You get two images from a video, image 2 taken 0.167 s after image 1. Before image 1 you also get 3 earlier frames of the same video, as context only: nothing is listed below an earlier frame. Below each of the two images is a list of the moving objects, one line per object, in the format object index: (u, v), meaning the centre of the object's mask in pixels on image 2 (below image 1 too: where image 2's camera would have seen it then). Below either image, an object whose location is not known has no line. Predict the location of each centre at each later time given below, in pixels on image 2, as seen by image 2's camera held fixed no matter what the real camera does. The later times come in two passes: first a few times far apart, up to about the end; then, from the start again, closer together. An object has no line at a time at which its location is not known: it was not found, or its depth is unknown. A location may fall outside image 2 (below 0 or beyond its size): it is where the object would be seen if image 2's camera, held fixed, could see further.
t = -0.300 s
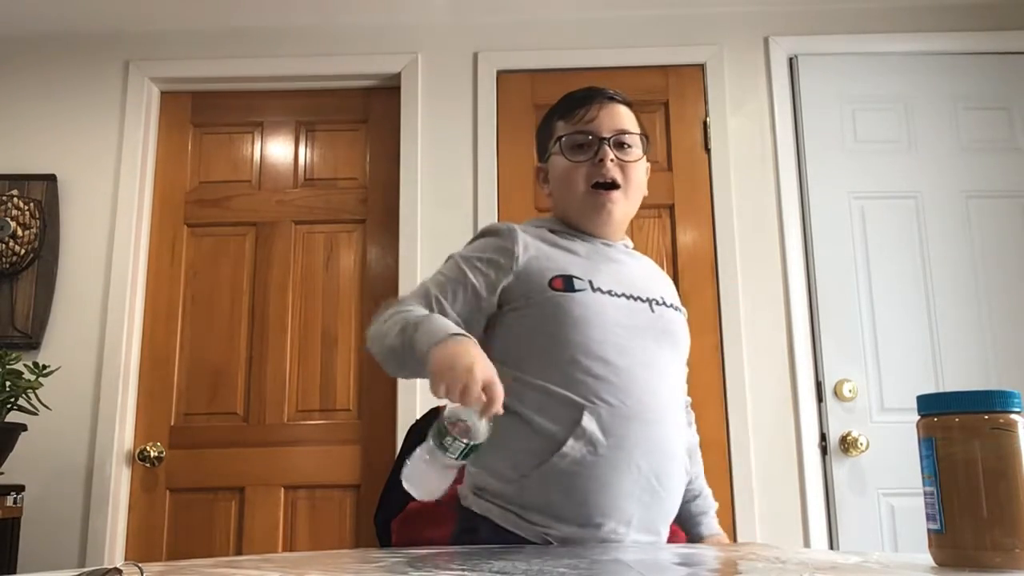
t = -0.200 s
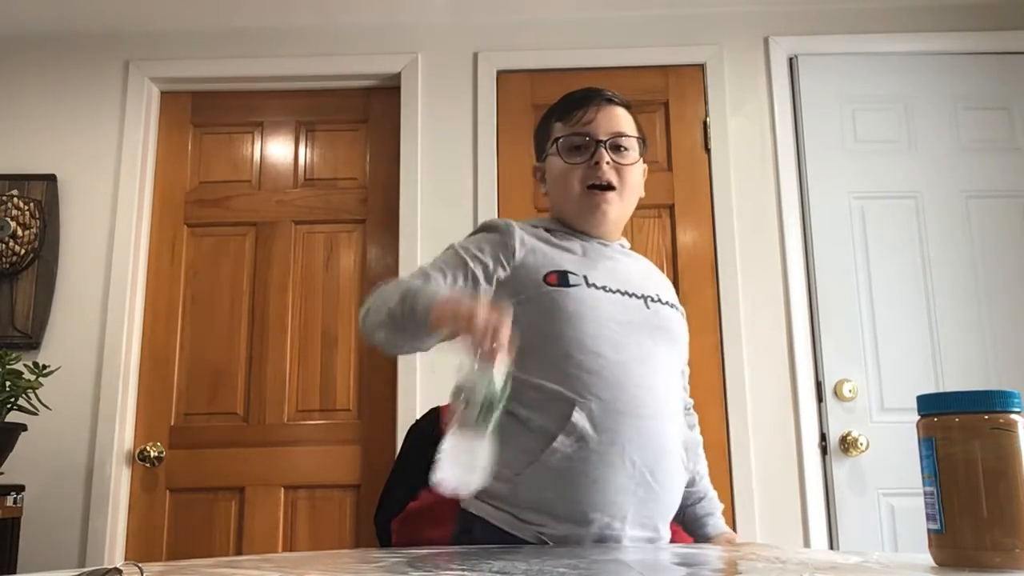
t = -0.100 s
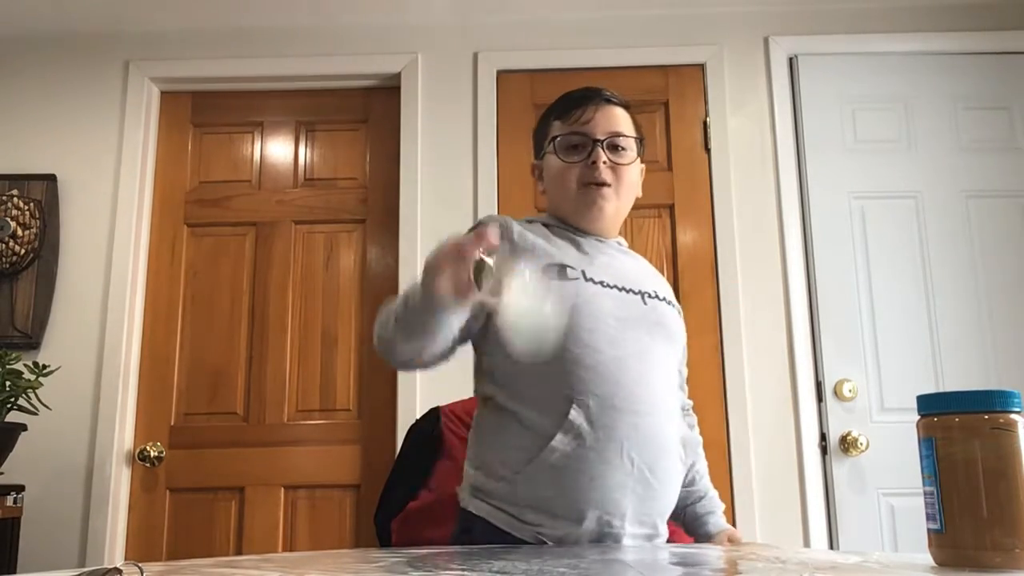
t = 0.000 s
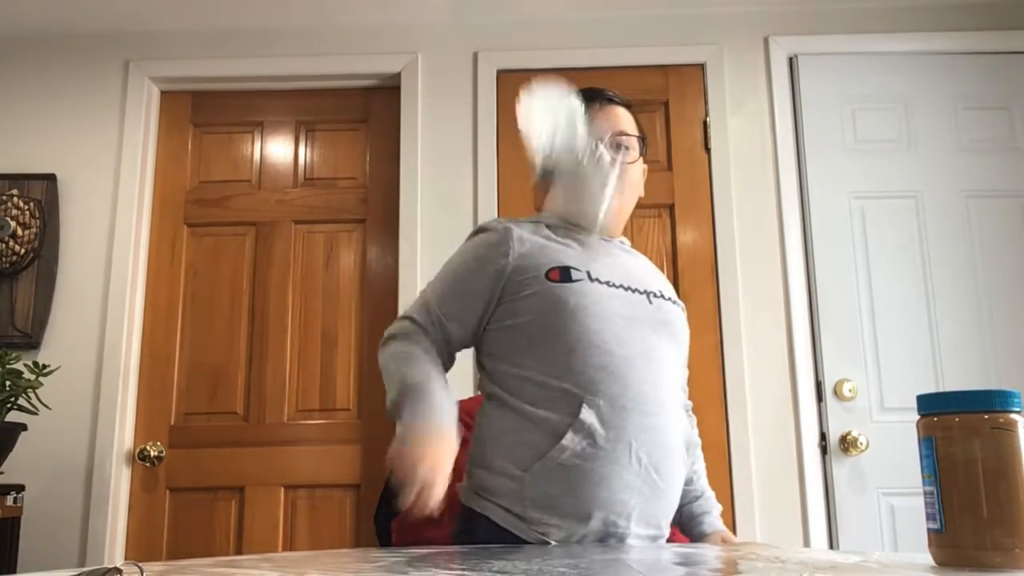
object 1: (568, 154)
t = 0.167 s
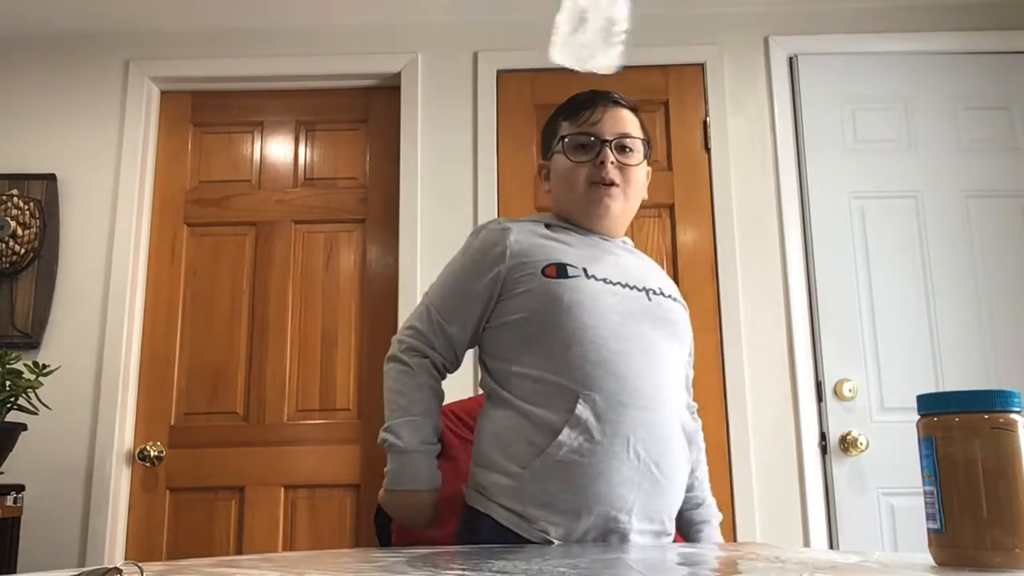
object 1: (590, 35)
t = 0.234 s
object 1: (625, 49)
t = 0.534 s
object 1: (812, 509)
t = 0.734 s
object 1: (848, 537)
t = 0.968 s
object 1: (873, 547)
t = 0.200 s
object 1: (606, 39)
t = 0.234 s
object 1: (625, 49)
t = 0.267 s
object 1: (644, 62)
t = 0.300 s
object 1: (657, 82)
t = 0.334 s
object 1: (675, 142)
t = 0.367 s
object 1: (704, 237)
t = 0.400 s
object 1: (769, 362)
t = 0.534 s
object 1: (812, 509)
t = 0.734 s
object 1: (848, 537)
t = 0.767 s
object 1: (853, 545)
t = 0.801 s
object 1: (857, 546)
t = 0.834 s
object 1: (861, 547)
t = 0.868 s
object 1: (865, 547)
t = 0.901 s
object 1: (869, 547)
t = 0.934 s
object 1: (872, 547)
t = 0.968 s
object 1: (873, 547)
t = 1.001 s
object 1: (873, 547)
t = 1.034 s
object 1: (874, 547)
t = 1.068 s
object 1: (875, 547)
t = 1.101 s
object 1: (877, 547)
